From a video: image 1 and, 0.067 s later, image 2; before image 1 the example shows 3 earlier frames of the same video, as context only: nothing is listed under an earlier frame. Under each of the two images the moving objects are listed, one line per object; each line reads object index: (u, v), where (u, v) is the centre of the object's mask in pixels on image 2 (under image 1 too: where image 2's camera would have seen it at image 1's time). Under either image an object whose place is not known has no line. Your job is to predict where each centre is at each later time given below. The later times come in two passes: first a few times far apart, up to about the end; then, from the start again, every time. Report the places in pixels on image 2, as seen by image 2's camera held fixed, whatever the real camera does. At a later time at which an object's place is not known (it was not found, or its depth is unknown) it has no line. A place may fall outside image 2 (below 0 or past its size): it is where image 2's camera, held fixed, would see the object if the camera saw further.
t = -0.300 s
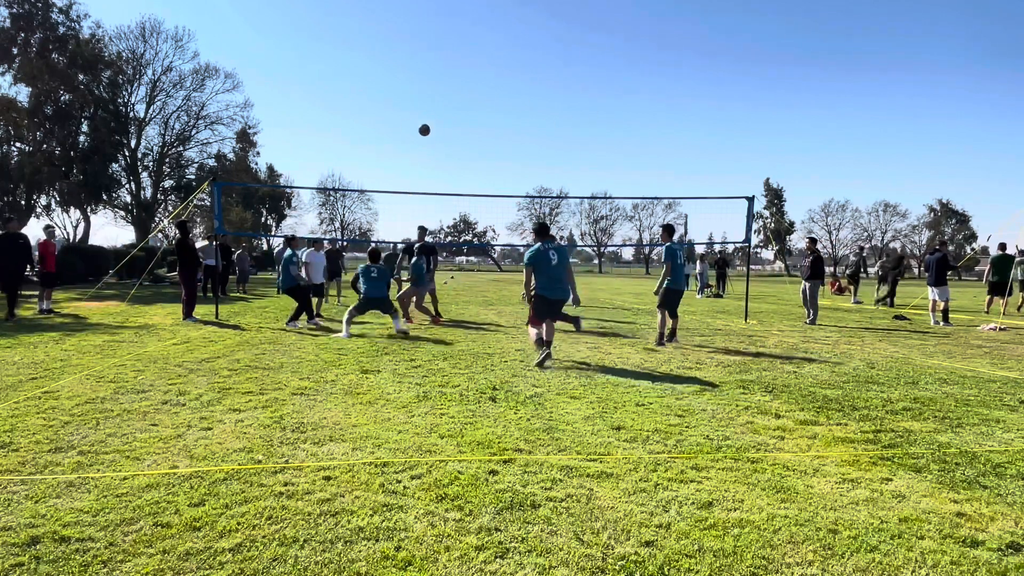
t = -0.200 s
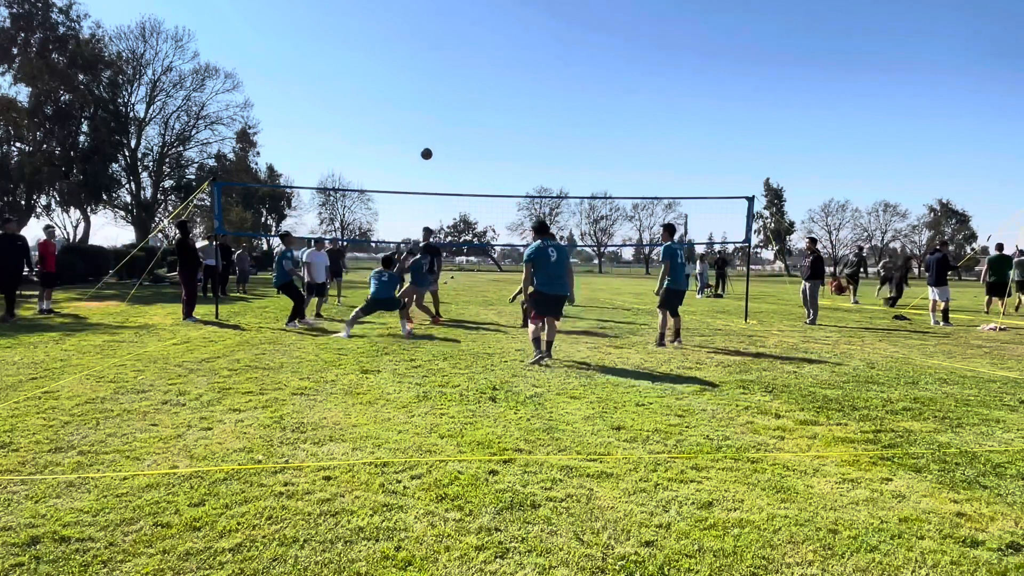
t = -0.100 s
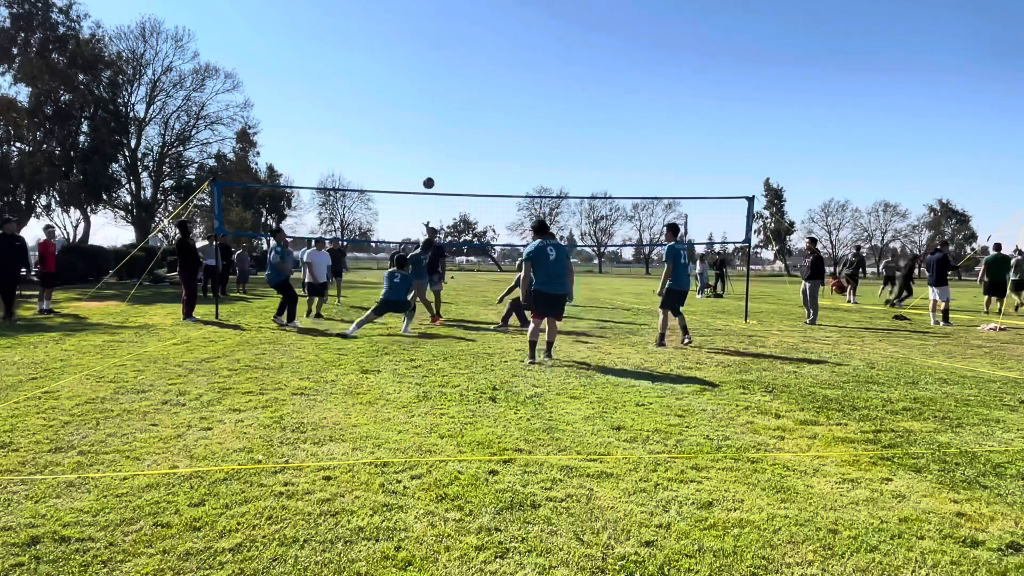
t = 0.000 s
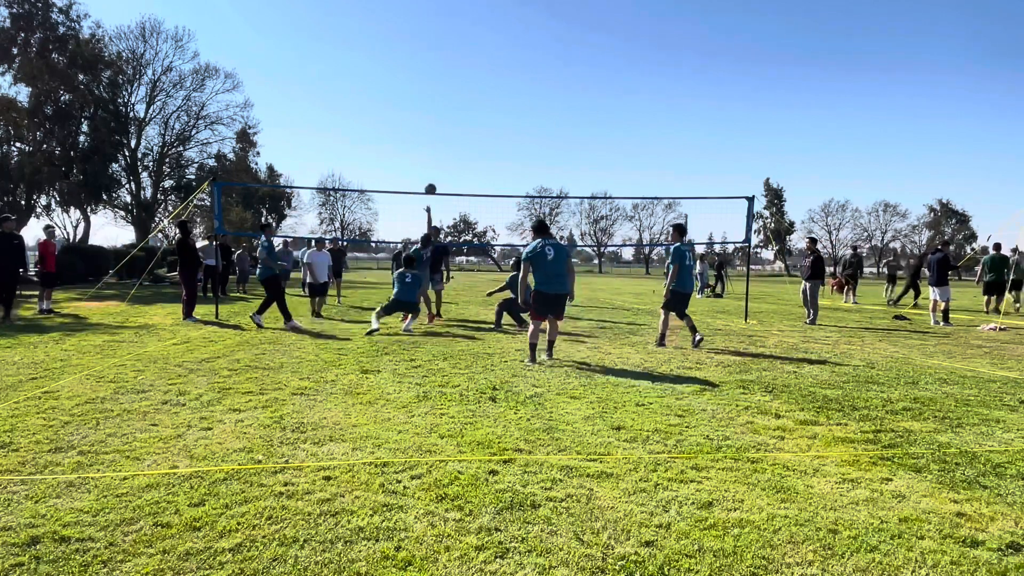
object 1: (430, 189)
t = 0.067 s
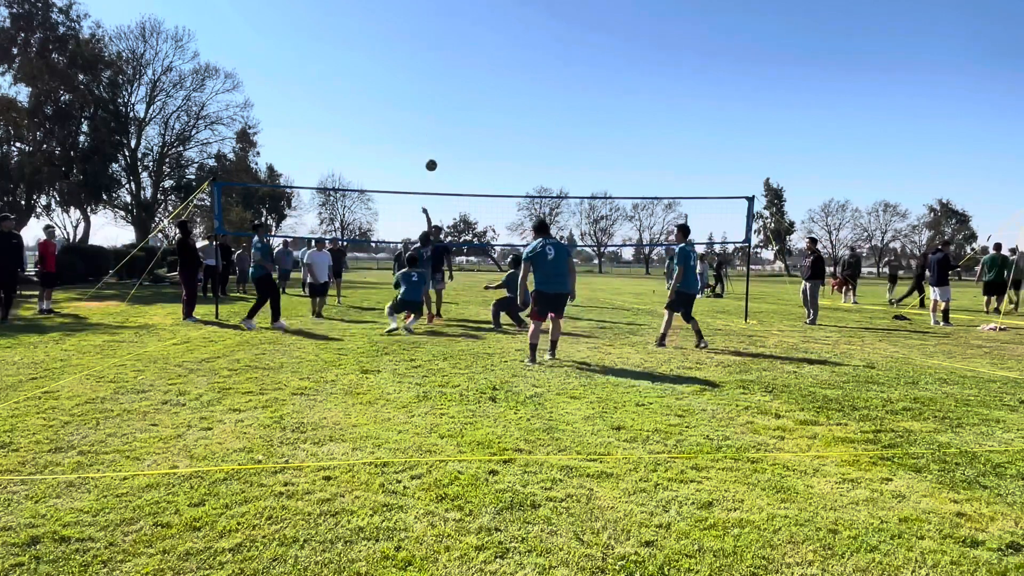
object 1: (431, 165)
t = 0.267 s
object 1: (433, 110)
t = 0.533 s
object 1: (435, 74)
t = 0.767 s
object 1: (437, 76)
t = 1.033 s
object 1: (438, 114)
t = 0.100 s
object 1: (432, 154)
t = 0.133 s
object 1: (432, 144)
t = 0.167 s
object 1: (432, 135)
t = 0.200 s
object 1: (432, 125)
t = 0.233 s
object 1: (433, 117)
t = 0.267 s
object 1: (433, 110)
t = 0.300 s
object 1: (433, 103)
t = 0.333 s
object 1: (434, 97)
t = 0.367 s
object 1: (434, 91)
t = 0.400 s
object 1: (434, 86)
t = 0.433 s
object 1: (434, 82)
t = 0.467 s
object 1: (435, 79)
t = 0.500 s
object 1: (435, 76)
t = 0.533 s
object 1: (435, 74)
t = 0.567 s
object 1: (436, 72)
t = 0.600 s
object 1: (436, 71)
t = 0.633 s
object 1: (436, 71)
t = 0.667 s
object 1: (436, 71)
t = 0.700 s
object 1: (437, 72)
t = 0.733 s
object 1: (437, 73)
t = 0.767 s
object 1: (437, 76)
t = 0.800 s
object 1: (437, 78)
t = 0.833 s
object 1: (437, 82)
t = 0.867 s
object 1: (438, 86)
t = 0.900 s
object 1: (438, 90)
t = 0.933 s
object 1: (438, 95)
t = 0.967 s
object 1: (438, 101)
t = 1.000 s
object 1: (438, 107)
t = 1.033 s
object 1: (438, 114)
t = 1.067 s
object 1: (438, 121)
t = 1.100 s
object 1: (439, 129)
